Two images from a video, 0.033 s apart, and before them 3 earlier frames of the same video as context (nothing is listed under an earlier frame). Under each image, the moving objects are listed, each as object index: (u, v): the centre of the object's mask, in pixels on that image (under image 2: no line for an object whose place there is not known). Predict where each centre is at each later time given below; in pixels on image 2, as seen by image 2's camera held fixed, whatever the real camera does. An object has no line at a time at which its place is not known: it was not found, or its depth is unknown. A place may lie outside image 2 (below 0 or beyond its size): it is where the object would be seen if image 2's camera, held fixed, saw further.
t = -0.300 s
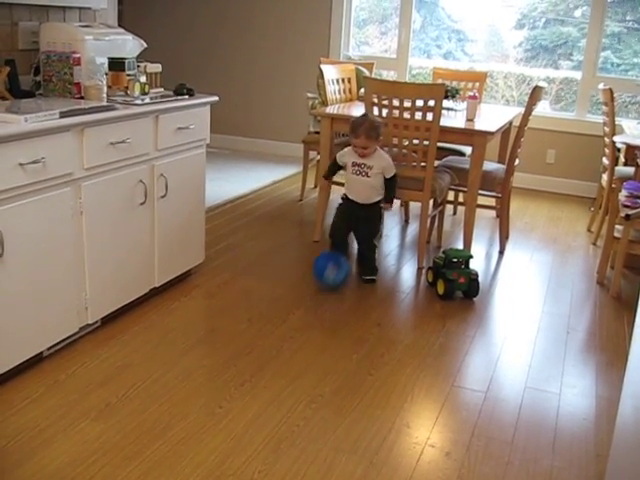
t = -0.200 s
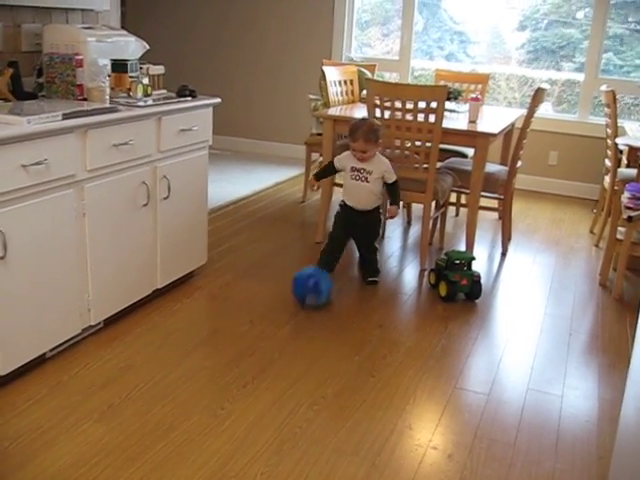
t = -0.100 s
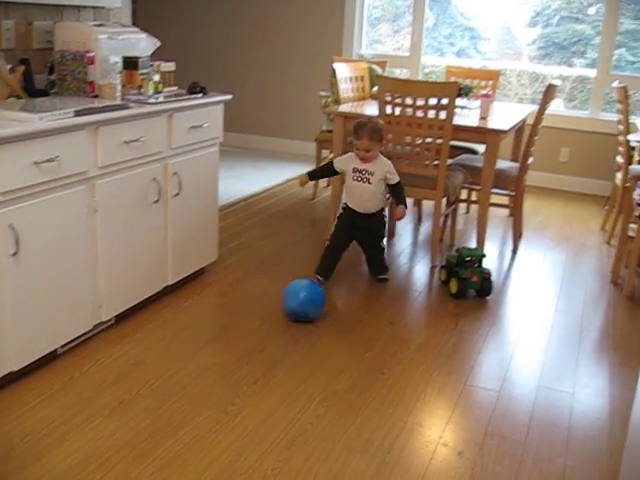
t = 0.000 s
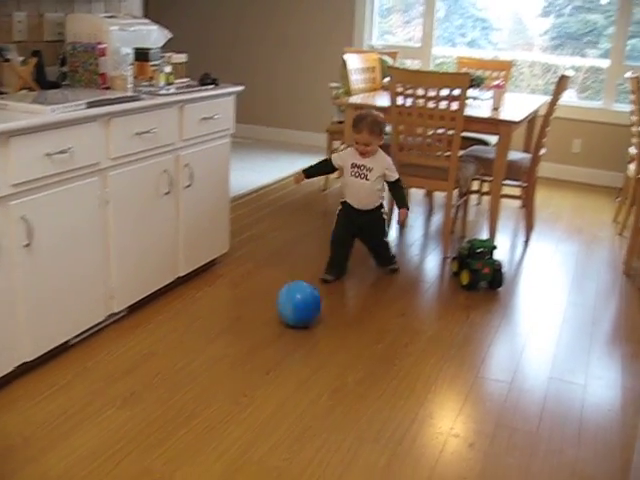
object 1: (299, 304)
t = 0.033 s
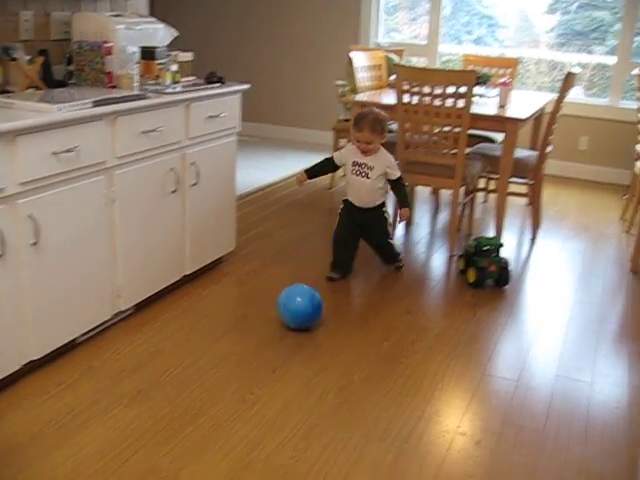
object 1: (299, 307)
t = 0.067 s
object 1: (294, 312)
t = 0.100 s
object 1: (289, 318)
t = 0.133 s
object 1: (283, 323)
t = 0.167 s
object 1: (277, 327)
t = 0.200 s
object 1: (271, 333)
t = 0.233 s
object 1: (265, 339)
